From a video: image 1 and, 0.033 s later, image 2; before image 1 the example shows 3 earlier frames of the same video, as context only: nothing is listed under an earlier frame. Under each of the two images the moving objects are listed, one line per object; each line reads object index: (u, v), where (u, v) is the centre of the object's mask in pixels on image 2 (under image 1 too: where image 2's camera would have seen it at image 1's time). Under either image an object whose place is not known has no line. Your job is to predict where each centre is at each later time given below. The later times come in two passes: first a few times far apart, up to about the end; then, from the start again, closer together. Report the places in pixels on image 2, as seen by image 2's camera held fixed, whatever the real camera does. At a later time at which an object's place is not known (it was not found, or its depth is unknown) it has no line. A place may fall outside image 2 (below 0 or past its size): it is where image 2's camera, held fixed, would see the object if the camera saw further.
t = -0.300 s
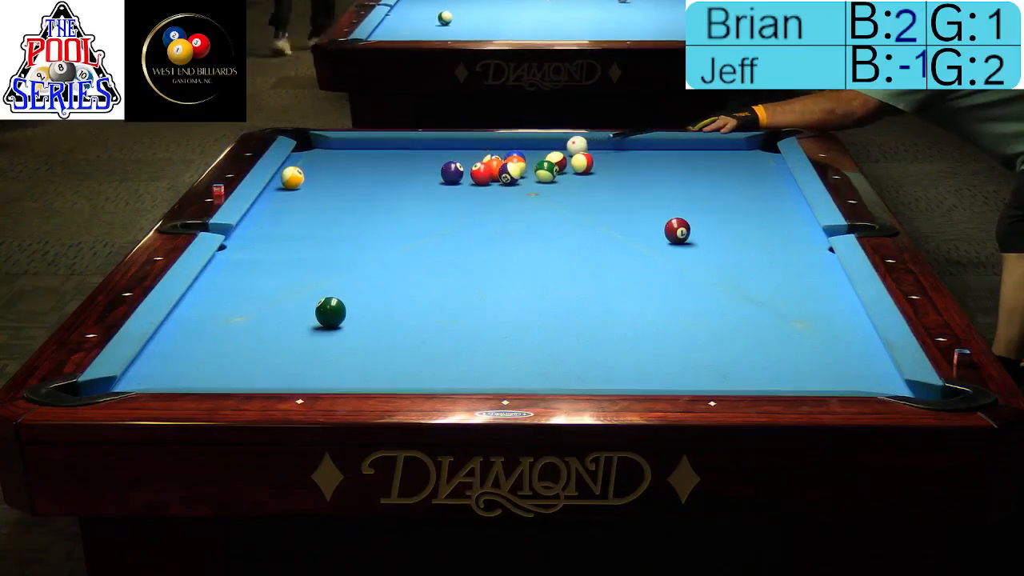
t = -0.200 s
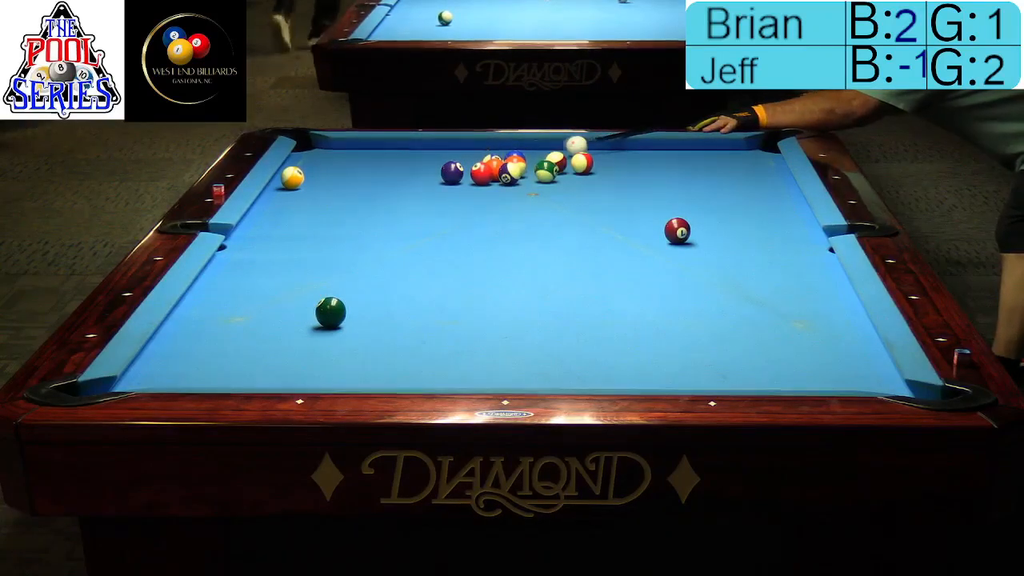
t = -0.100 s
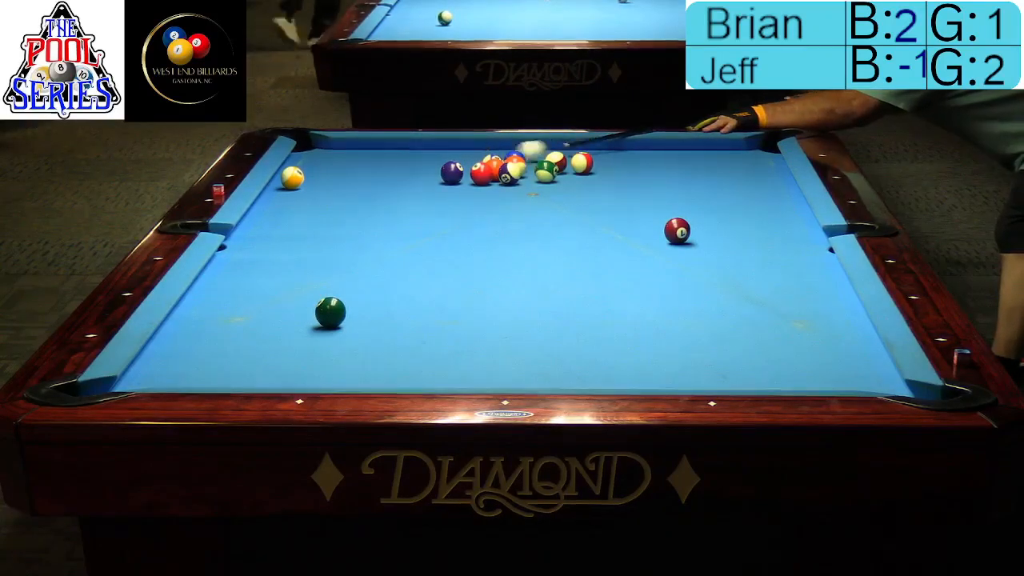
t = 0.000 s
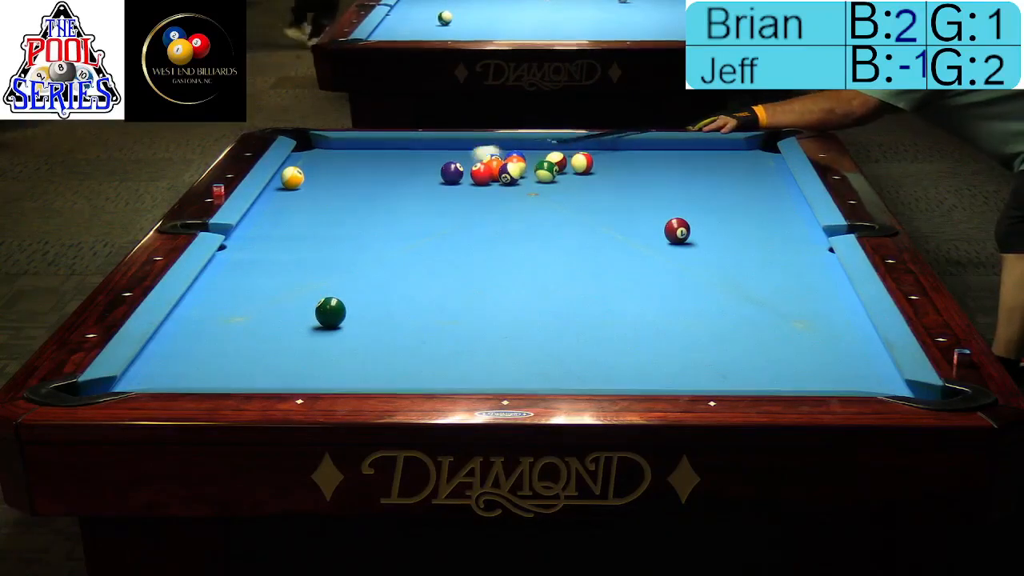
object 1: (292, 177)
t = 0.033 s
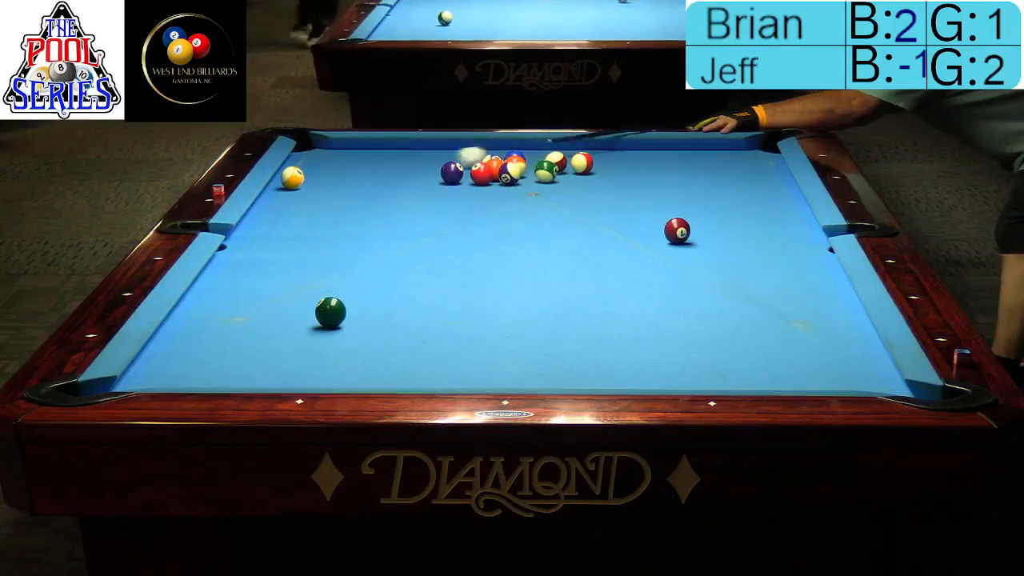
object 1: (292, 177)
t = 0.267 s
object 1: (292, 177)
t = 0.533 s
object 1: (301, 183)
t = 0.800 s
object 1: (340, 189)
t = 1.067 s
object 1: (379, 195)
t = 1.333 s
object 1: (416, 202)
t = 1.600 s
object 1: (453, 208)
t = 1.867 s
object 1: (489, 214)
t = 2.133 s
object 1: (524, 219)
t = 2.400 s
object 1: (558, 224)
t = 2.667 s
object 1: (590, 229)
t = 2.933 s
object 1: (621, 234)
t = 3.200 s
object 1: (650, 239)
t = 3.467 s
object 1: (678, 243)
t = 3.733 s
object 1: (703, 247)
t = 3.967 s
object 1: (724, 250)
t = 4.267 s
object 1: (748, 254)
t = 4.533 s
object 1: (767, 257)
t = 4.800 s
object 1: (783, 260)
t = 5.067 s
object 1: (797, 262)
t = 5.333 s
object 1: (808, 264)
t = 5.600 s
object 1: (816, 265)
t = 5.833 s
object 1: (822, 266)
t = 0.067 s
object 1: (292, 177)
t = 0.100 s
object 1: (292, 177)
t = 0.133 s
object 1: (292, 178)
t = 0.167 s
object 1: (292, 177)
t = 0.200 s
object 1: (292, 178)
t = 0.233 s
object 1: (292, 178)
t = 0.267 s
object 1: (292, 177)
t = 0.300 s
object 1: (292, 177)
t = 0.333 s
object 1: (292, 177)
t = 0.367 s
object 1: (292, 178)
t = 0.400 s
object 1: (284, 179)
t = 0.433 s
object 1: (285, 180)
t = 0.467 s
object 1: (290, 181)
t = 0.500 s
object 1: (297, 184)
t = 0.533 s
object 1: (301, 183)
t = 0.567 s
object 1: (306, 184)
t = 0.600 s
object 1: (311, 184)
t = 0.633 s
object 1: (316, 185)
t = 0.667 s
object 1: (320, 186)
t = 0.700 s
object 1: (325, 187)
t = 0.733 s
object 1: (330, 187)
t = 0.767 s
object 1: (335, 188)
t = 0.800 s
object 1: (340, 189)
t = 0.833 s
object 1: (345, 190)
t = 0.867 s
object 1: (350, 191)
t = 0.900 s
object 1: (355, 192)
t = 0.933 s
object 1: (359, 192)
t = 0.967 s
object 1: (365, 193)
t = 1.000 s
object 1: (369, 194)
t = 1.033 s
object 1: (374, 194)
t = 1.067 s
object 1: (379, 195)
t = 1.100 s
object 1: (384, 196)
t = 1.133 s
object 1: (388, 197)
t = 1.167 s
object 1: (393, 198)
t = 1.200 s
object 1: (398, 198)
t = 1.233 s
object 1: (403, 199)
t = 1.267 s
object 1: (407, 200)
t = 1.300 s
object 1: (412, 201)
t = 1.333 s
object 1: (416, 202)
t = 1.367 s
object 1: (421, 203)
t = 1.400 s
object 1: (426, 203)
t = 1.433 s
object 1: (430, 204)
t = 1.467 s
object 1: (435, 205)
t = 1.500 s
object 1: (440, 206)
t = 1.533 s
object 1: (444, 206)
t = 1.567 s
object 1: (449, 207)
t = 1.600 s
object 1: (453, 208)
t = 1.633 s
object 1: (458, 209)
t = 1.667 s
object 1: (462, 209)
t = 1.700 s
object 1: (467, 210)
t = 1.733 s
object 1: (471, 211)
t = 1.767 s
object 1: (476, 211)
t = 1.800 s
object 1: (480, 212)
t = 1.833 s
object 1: (485, 213)
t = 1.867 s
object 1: (489, 214)
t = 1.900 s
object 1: (494, 214)
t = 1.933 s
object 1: (498, 215)
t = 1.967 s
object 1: (502, 216)
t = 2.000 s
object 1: (507, 216)
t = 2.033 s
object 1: (511, 218)
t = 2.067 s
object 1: (515, 218)
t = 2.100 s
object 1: (520, 218)
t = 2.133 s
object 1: (524, 219)
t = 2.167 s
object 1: (528, 219)
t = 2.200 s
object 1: (532, 221)
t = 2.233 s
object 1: (537, 221)
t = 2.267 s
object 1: (541, 222)
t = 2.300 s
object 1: (545, 222)
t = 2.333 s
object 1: (549, 223)
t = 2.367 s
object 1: (554, 223)
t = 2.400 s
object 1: (558, 224)
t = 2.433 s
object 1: (562, 225)
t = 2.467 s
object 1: (566, 226)
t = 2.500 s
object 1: (570, 226)
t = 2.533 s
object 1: (574, 226)
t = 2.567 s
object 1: (578, 227)
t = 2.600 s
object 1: (582, 228)
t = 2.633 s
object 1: (586, 229)
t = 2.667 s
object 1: (590, 229)
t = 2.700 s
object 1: (594, 230)
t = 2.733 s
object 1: (598, 230)
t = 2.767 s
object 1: (602, 231)
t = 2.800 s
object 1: (606, 232)
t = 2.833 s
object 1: (610, 232)
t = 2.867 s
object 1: (614, 233)
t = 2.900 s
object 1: (617, 234)
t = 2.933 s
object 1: (621, 234)
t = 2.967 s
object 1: (625, 235)
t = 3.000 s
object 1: (629, 236)
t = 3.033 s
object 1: (632, 236)
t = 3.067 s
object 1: (636, 237)
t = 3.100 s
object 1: (639, 237)
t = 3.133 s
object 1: (643, 238)
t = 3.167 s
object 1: (647, 239)
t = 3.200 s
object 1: (650, 239)
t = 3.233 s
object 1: (653, 240)
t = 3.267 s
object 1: (657, 240)
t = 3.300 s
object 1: (661, 241)
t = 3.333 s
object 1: (664, 241)
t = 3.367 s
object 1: (667, 242)
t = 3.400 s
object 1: (671, 242)
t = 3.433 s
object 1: (674, 243)
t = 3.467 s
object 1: (678, 243)
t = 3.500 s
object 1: (681, 244)
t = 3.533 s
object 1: (684, 245)
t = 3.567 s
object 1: (688, 245)
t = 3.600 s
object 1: (691, 246)
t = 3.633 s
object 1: (694, 246)
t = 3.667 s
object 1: (697, 246)
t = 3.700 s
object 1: (701, 247)
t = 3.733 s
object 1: (703, 247)
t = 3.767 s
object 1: (706, 248)
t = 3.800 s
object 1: (709, 248)
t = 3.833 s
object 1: (712, 249)
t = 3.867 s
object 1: (715, 249)
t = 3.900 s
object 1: (718, 250)
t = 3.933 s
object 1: (721, 250)
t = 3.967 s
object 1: (724, 250)
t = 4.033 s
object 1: (729, 251)
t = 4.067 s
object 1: (732, 252)
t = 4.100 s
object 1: (735, 252)
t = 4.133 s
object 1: (737, 253)
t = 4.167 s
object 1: (740, 253)
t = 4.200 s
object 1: (743, 253)
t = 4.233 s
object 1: (746, 254)
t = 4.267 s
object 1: (748, 254)
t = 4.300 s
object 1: (751, 255)
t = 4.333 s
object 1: (754, 255)
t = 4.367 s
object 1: (756, 256)
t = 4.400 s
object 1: (758, 256)
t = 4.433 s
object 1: (761, 256)
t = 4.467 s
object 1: (763, 257)
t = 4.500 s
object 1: (765, 257)
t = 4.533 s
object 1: (767, 257)
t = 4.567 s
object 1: (770, 258)
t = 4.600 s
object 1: (772, 258)
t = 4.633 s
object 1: (774, 258)
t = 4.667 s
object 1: (776, 259)
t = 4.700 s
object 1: (778, 259)
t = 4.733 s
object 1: (779, 259)
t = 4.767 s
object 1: (782, 260)
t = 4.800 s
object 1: (783, 260)
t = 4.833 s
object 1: (785, 260)
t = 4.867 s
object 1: (787, 261)
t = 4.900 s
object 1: (789, 261)
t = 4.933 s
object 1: (791, 261)
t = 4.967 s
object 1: (792, 261)
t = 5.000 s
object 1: (794, 262)
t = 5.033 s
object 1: (796, 262)
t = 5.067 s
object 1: (797, 262)
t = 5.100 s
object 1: (799, 262)
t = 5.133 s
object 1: (800, 263)
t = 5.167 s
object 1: (802, 263)
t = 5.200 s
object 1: (803, 263)
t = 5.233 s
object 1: (805, 263)
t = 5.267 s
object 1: (806, 263)
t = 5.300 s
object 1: (807, 264)
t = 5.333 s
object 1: (808, 264)
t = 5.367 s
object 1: (809, 264)
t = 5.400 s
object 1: (810, 264)
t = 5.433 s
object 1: (811, 265)
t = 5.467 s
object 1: (812, 264)
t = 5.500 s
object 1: (813, 265)
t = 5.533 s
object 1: (814, 265)
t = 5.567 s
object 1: (815, 265)
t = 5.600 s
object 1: (816, 265)
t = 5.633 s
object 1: (817, 266)
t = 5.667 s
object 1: (818, 266)
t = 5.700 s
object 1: (819, 266)
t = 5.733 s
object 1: (820, 266)
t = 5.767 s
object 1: (820, 266)
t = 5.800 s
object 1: (821, 266)
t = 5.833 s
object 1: (822, 266)
